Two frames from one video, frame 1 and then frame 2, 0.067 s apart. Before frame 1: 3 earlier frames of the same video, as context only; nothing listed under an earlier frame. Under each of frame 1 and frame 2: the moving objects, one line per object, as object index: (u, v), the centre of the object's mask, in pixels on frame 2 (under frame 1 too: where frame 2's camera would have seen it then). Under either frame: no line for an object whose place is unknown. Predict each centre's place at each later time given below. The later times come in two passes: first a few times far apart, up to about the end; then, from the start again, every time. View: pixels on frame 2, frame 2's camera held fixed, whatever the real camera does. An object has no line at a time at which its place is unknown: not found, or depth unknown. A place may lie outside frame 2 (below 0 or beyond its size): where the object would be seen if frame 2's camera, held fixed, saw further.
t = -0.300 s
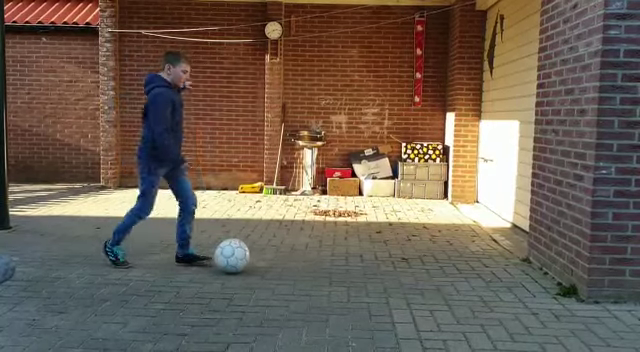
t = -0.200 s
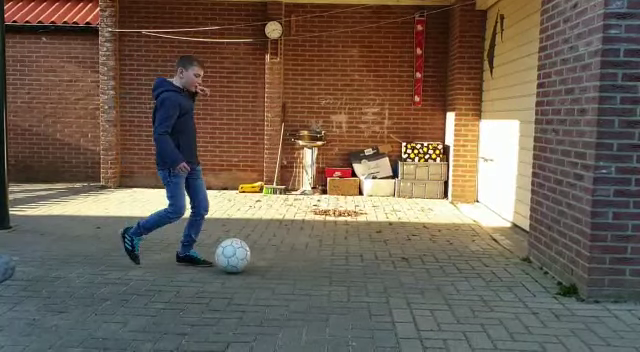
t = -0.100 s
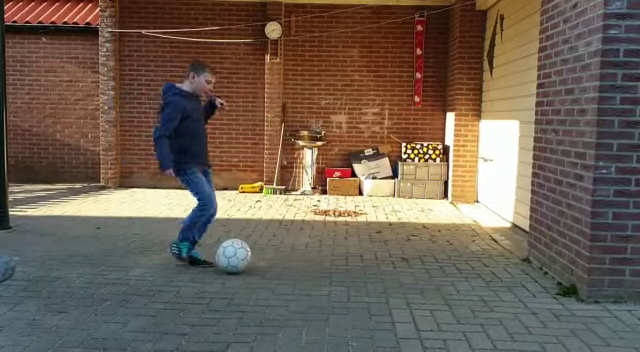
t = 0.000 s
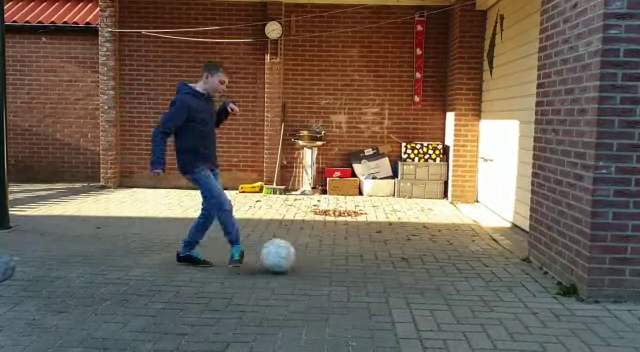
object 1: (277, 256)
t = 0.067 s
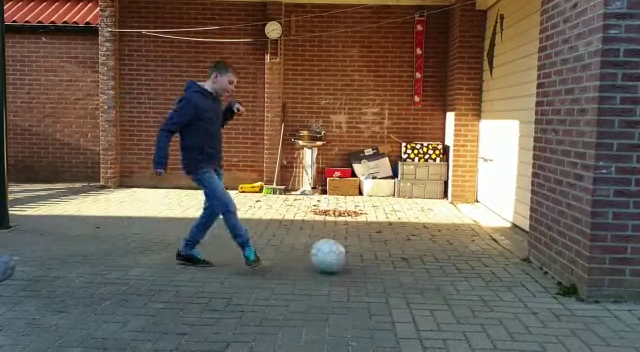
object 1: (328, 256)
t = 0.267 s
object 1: (452, 257)
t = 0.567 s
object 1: (476, 241)
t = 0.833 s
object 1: (393, 242)
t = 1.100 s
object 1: (349, 243)
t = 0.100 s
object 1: (350, 255)
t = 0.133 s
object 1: (373, 256)
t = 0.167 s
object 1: (395, 257)
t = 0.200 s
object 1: (415, 257)
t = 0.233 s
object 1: (433, 257)
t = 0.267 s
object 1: (452, 257)
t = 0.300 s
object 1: (467, 256)
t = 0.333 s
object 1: (484, 256)
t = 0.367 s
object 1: (500, 257)
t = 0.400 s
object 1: (518, 256)
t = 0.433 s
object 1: (529, 255)
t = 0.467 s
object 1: (517, 248)
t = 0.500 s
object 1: (503, 244)
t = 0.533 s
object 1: (490, 242)
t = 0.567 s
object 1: (476, 241)
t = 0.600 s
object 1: (462, 241)
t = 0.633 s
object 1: (448, 243)
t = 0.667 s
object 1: (434, 245)
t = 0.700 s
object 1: (419, 251)
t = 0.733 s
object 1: (409, 254)
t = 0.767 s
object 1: (403, 249)
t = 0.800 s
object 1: (398, 244)
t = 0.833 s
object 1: (393, 242)
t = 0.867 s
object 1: (387, 241)
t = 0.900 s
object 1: (382, 242)
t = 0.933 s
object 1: (376, 244)
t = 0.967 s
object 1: (371, 249)
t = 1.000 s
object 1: (366, 252)
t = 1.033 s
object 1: (361, 248)
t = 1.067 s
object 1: (355, 243)
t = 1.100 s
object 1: (349, 243)
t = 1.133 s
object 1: (344, 244)
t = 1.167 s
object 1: (338, 246)
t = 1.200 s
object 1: (333, 251)
